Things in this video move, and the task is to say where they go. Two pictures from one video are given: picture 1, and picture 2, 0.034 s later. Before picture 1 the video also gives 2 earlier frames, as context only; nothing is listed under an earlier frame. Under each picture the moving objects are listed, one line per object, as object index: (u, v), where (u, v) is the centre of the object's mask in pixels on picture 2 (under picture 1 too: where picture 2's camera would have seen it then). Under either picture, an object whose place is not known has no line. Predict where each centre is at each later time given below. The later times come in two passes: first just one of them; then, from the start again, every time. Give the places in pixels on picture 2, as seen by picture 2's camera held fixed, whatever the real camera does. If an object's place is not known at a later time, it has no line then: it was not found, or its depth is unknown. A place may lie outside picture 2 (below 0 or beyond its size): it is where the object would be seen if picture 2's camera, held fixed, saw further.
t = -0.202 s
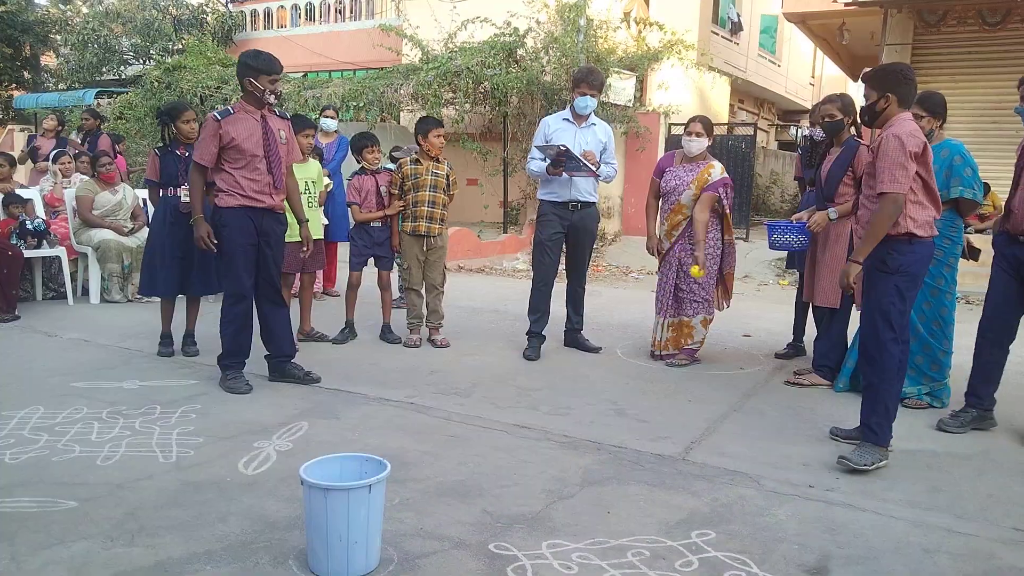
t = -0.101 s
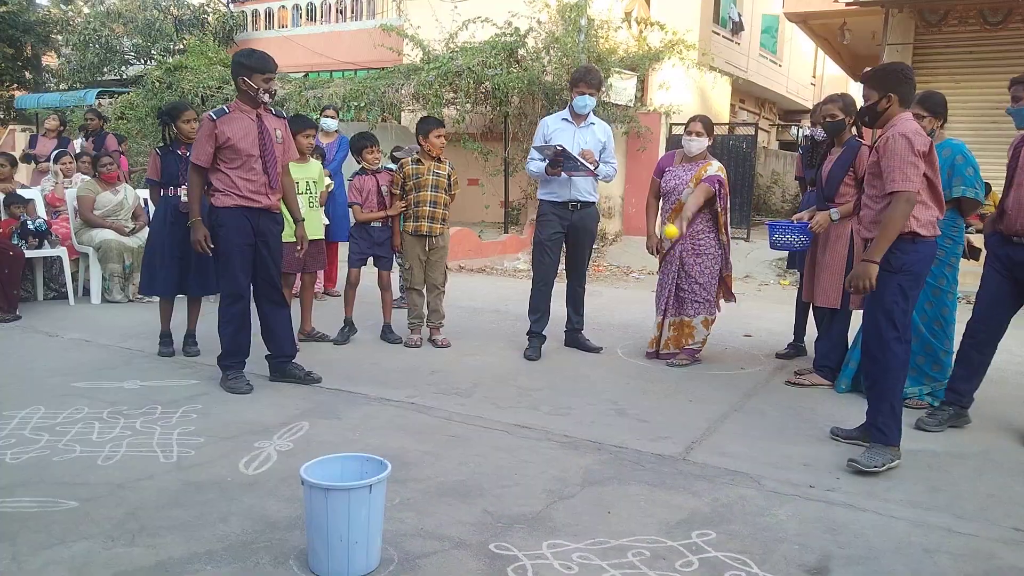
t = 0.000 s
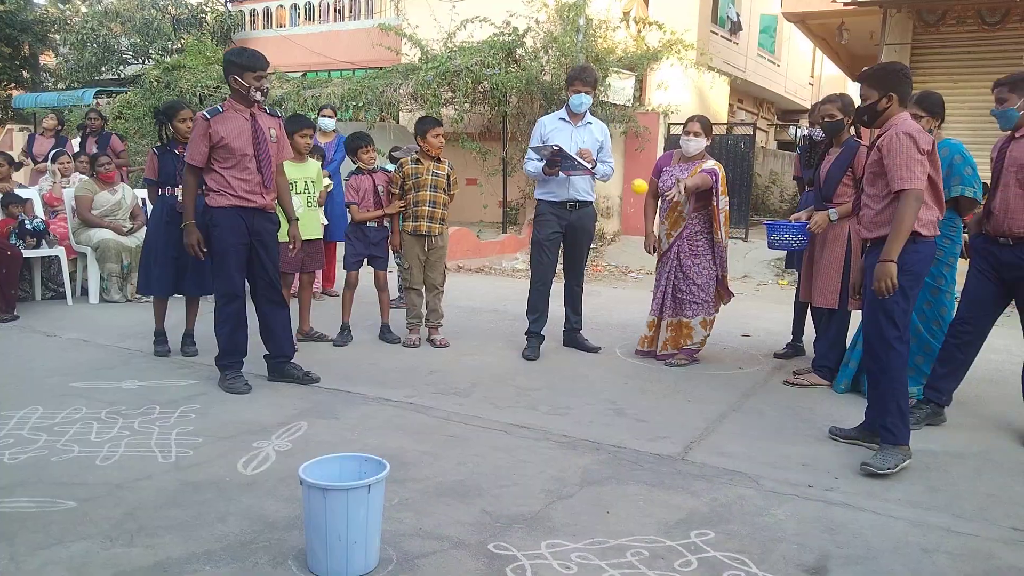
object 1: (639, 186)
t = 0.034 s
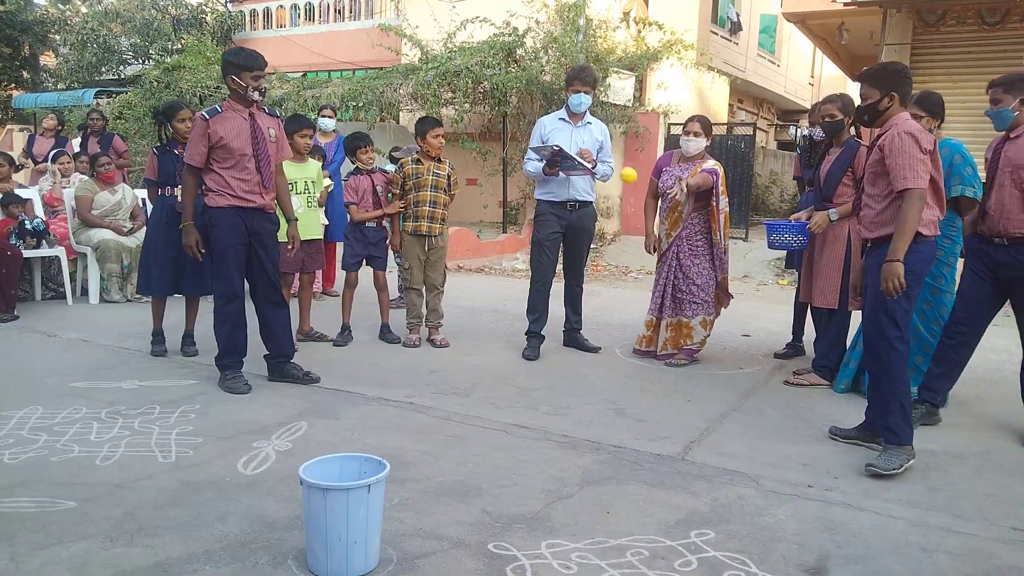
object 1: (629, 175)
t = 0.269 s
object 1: (524, 161)
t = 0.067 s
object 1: (617, 165)
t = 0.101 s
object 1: (603, 158)
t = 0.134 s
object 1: (589, 153)
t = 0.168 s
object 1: (575, 151)
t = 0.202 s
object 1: (559, 152)
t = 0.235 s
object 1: (544, 154)
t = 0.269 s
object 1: (524, 161)
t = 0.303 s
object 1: (506, 172)
